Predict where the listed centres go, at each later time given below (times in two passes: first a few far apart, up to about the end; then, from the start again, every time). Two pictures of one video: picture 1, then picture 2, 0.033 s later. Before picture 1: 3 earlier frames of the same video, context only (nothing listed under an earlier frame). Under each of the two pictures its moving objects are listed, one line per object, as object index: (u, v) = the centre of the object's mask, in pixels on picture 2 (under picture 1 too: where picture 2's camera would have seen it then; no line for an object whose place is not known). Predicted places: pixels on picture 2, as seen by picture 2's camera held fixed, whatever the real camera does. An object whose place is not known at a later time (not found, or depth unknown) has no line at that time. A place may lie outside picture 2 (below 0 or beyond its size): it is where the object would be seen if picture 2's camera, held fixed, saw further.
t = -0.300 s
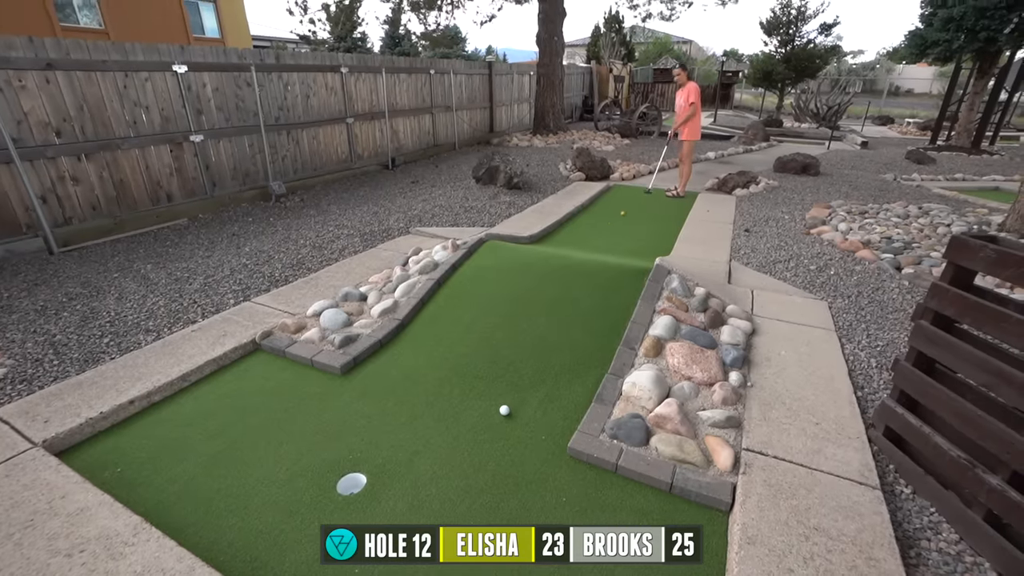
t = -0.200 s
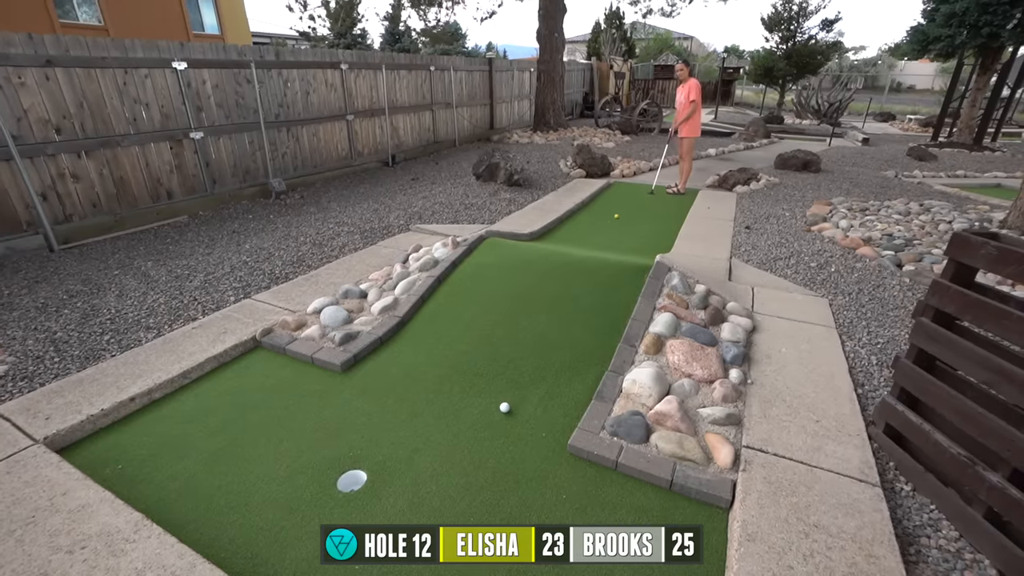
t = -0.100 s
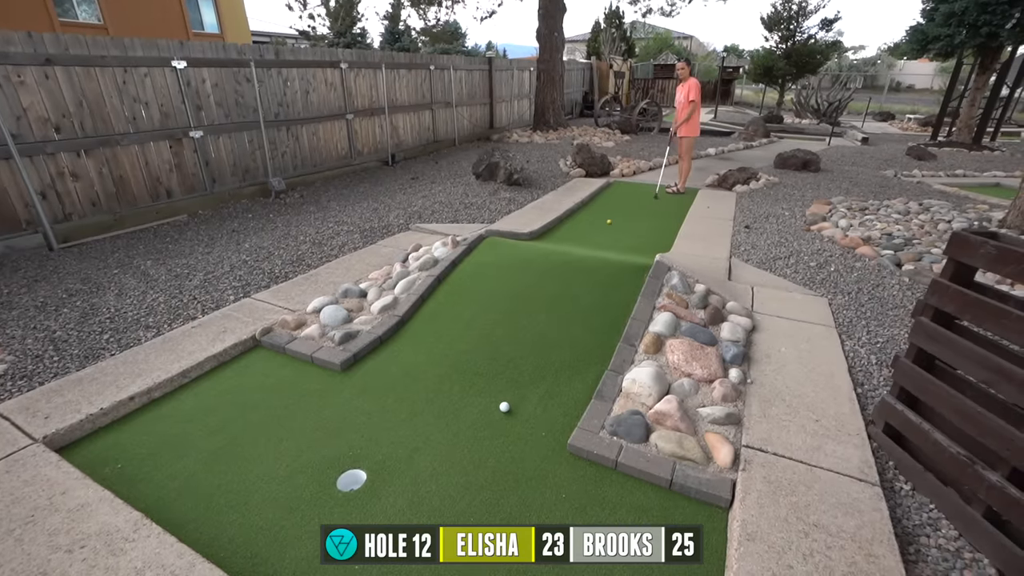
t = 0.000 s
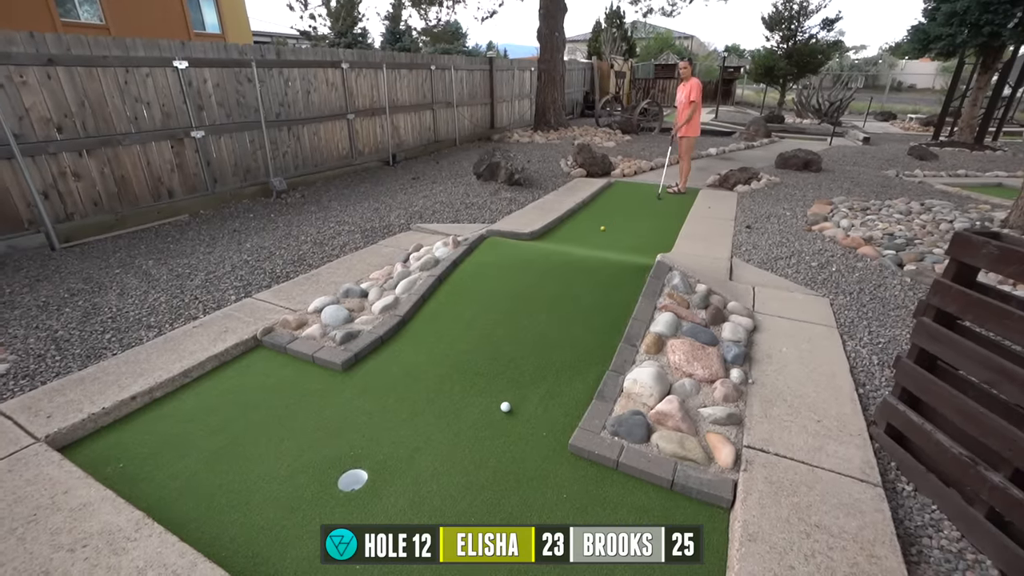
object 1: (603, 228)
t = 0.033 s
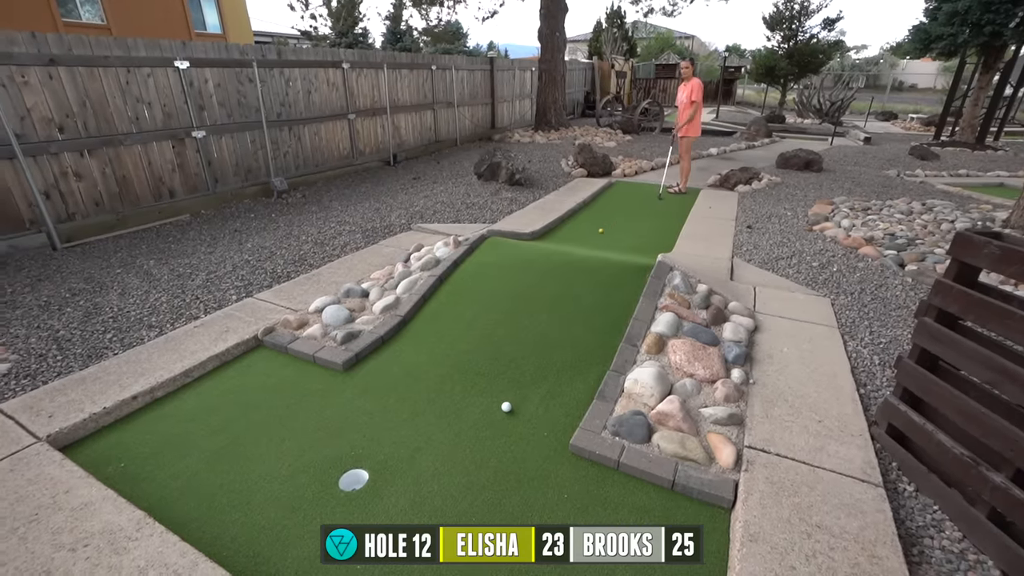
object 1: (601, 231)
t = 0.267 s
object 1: (581, 245)
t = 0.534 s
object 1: (562, 244)
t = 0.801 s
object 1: (548, 242)
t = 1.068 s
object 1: (536, 250)
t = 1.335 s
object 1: (520, 266)
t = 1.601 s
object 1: (496, 296)
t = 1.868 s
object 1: (454, 346)
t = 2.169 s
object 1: (377, 411)
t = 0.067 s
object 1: (598, 233)
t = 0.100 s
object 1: (595, 235)
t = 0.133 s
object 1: (593, 237)
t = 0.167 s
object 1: (590, 240)
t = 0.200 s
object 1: (587, 242)
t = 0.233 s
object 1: (584, 244)
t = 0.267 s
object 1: (581, 245)
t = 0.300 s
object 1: (578, 245)
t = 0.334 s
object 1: (576, 245)
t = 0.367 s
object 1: (573, 245)
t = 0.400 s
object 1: (571, 245)
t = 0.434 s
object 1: (568, 245)
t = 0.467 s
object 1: (566, 245)
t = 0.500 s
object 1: (564, 245)
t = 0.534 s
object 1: (562, 244)
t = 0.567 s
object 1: (560, 244)
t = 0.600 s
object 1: (558, 243)
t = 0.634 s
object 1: (555, 243)
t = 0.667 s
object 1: (553, 243)
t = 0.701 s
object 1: (552, 243)
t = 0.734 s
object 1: (550, 242)
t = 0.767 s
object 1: (549, 242)
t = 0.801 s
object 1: (548, 242)
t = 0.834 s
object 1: (546, 242)
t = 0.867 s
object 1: (545, 243)
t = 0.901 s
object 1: (543, 244)
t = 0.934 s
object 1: (542, 245)
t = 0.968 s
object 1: (541, 246)
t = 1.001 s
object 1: (539, 247)
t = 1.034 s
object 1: (537, 248)
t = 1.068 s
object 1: (536, 250)
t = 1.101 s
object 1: (534, 251)
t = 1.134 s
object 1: (532, 253)
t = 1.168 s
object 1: (531, 254)
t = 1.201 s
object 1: (529, 256)
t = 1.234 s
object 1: (527, 258)
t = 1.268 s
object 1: (525, 260)
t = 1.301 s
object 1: (523, 263)
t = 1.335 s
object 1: (520, 266)
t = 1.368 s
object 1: (518, 269)
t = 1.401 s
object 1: (516, 272)
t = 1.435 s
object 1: (513, 275)
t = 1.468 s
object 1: (510, 278)
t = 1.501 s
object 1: (507, 282)
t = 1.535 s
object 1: (504, 286)
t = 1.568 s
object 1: (500, 291)
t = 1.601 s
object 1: (496, 296)
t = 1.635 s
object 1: (492, 301)
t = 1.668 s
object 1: (488, 307)
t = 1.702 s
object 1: (483, 312)
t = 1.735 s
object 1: (478, 318)
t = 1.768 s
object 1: (473, 324)
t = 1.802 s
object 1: (467, 331)
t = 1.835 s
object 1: (461, 338)
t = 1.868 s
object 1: (454, 346)
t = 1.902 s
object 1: (447, 353)
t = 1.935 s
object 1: (440, 360)
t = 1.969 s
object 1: (432, 367)
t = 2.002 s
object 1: (424, 374)
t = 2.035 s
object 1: (415, 381)
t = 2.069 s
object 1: (406, 388)
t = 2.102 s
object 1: (397, 395)
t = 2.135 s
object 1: (387, 404)
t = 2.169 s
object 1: (377, 411)
